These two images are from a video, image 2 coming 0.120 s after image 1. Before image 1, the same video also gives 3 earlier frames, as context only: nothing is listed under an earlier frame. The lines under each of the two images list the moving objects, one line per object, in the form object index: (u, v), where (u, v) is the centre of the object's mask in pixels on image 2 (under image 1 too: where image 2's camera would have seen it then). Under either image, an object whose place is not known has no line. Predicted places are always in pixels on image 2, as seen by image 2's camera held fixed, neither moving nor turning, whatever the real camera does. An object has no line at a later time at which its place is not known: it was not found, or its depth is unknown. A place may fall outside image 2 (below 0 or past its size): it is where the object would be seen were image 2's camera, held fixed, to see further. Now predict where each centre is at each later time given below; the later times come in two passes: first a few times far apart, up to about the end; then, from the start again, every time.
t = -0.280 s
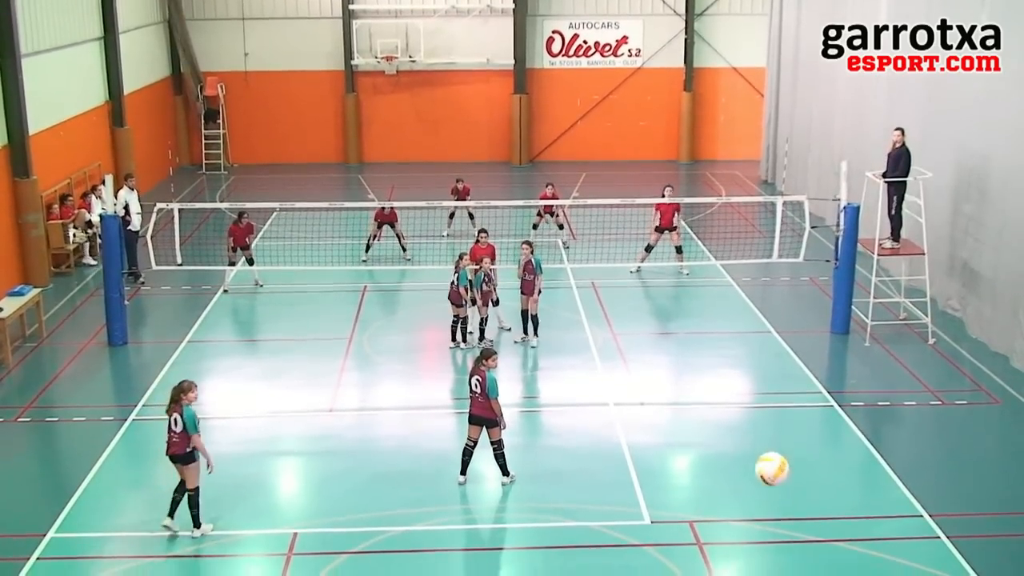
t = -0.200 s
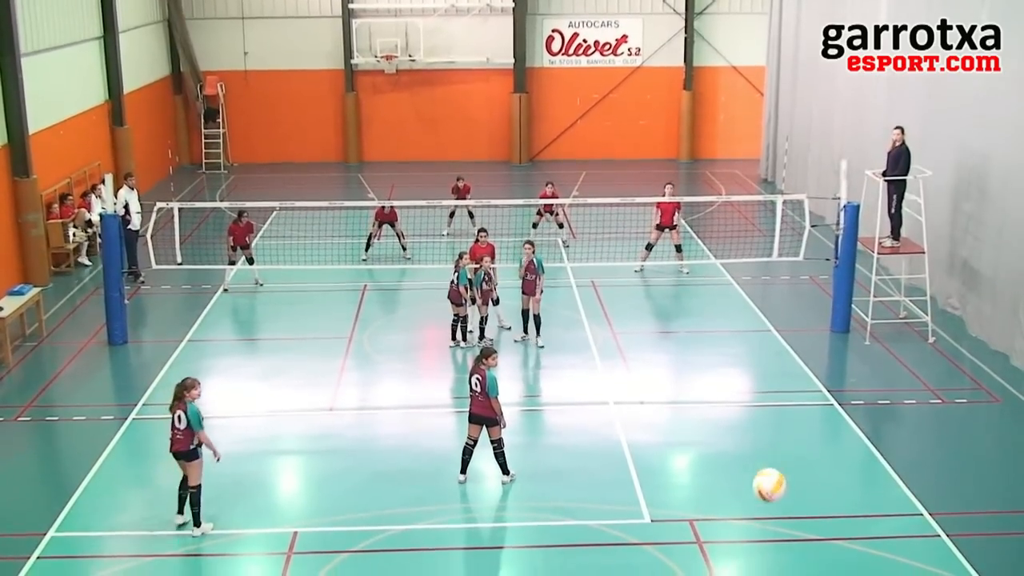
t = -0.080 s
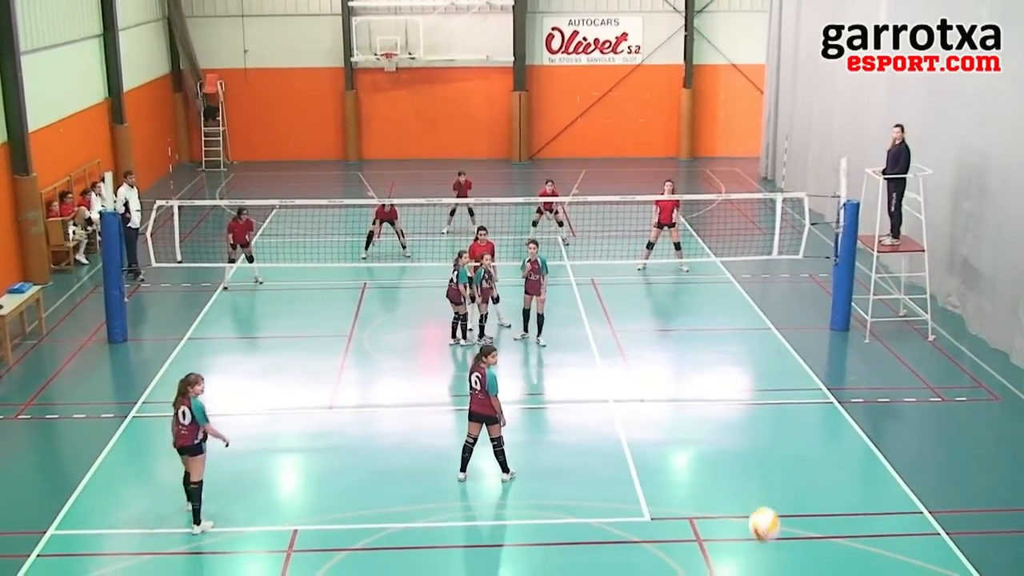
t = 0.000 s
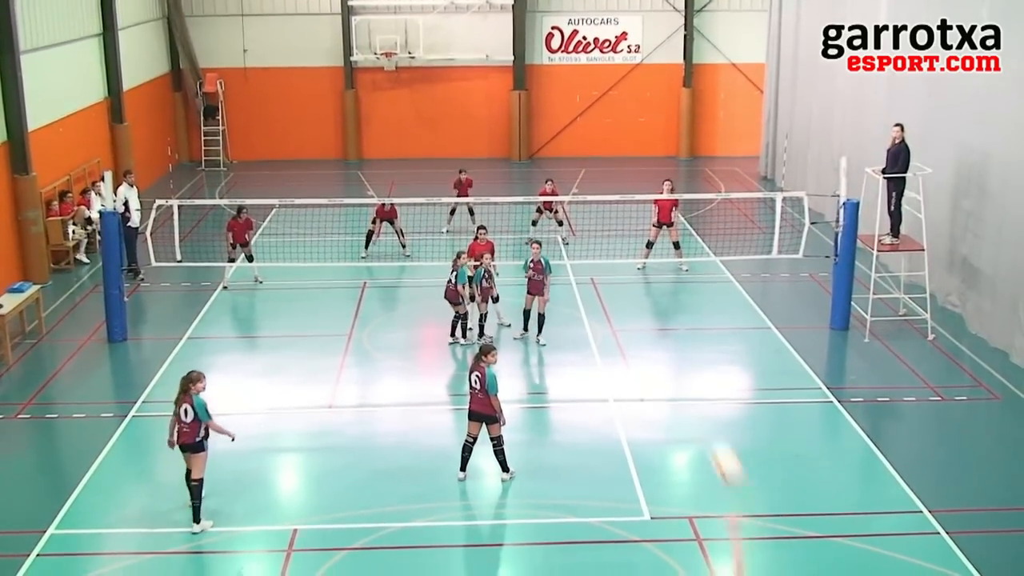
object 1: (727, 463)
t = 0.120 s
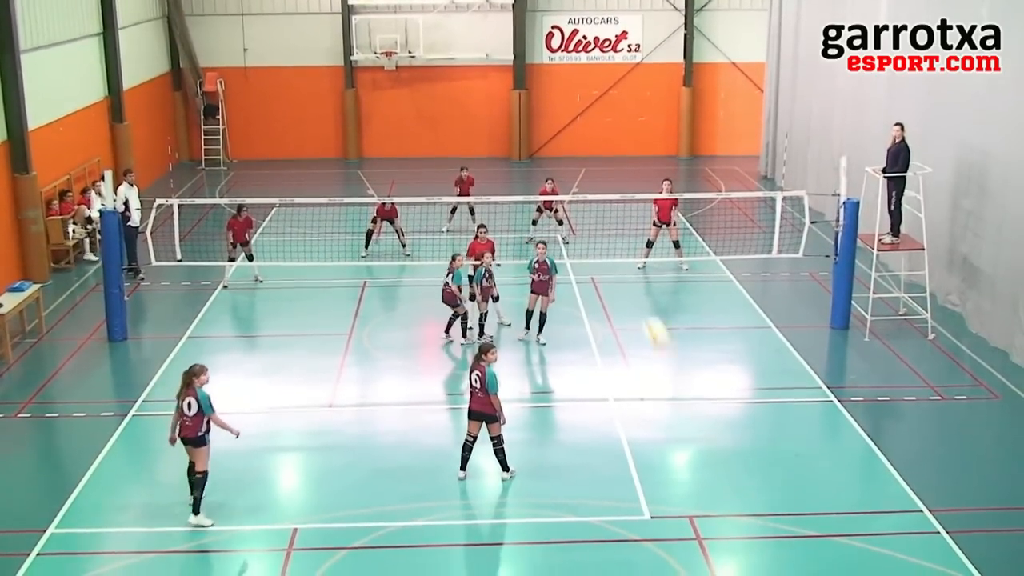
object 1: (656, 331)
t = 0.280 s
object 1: (589, 229)
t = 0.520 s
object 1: (516, 163)
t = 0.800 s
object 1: (462, 153)
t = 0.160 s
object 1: (637, 300)
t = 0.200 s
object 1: (619, 271)
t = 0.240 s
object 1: (603, 248)
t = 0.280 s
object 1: (589, 229)
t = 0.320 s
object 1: (575, 212)
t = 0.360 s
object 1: (561, 198)
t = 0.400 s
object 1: (548, 186)
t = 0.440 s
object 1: (537, 177)
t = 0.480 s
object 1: (526, 169)
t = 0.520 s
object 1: (516, 163)
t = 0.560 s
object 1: (506, 158)
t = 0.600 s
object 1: (497, 154)
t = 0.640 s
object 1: (489, 152)
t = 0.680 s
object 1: (482, 151)
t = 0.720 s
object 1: (475, 150)
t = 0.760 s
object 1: (468, 151)
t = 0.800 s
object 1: (462, 153)
